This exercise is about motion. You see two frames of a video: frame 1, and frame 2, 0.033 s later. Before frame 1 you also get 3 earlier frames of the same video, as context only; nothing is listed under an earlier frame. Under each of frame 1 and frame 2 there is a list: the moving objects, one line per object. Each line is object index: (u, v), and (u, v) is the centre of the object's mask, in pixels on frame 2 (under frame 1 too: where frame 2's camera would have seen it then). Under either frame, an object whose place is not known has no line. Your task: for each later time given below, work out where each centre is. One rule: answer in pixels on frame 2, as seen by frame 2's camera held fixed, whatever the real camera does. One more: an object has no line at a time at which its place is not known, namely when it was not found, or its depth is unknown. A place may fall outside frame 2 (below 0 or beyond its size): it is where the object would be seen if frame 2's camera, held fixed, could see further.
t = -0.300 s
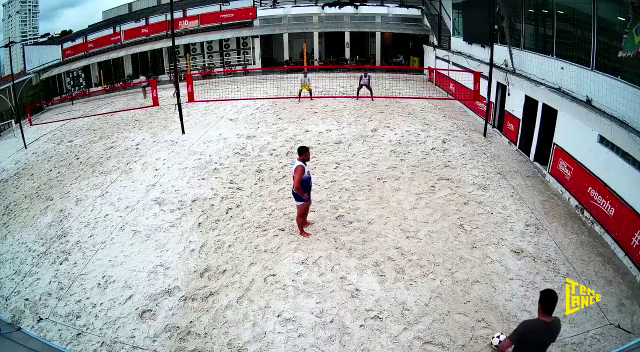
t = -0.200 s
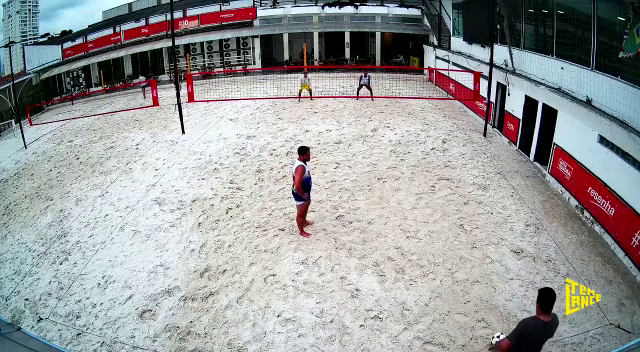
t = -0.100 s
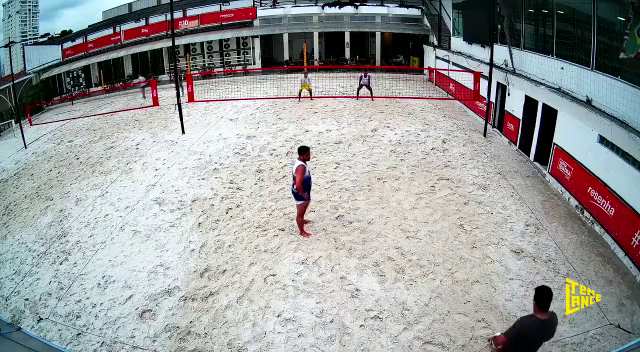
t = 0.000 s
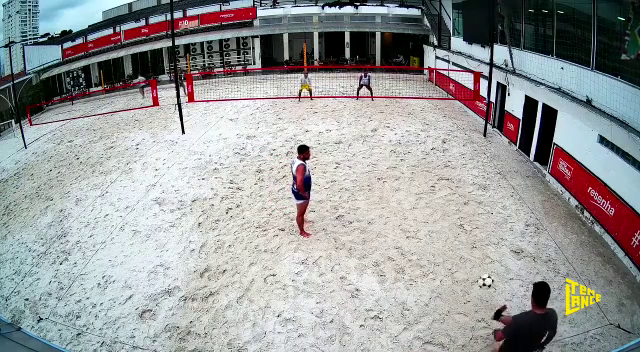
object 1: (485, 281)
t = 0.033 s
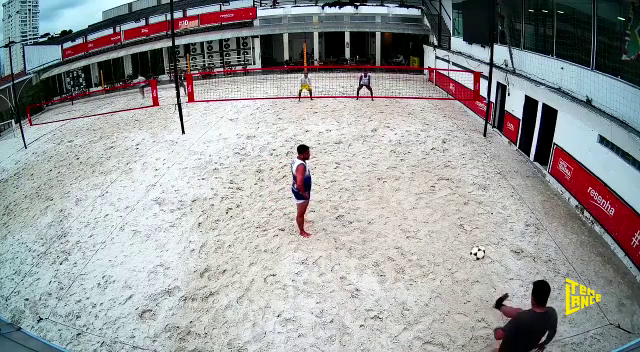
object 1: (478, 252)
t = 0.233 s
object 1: (422, 123)
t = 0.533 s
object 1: (362, 45)
